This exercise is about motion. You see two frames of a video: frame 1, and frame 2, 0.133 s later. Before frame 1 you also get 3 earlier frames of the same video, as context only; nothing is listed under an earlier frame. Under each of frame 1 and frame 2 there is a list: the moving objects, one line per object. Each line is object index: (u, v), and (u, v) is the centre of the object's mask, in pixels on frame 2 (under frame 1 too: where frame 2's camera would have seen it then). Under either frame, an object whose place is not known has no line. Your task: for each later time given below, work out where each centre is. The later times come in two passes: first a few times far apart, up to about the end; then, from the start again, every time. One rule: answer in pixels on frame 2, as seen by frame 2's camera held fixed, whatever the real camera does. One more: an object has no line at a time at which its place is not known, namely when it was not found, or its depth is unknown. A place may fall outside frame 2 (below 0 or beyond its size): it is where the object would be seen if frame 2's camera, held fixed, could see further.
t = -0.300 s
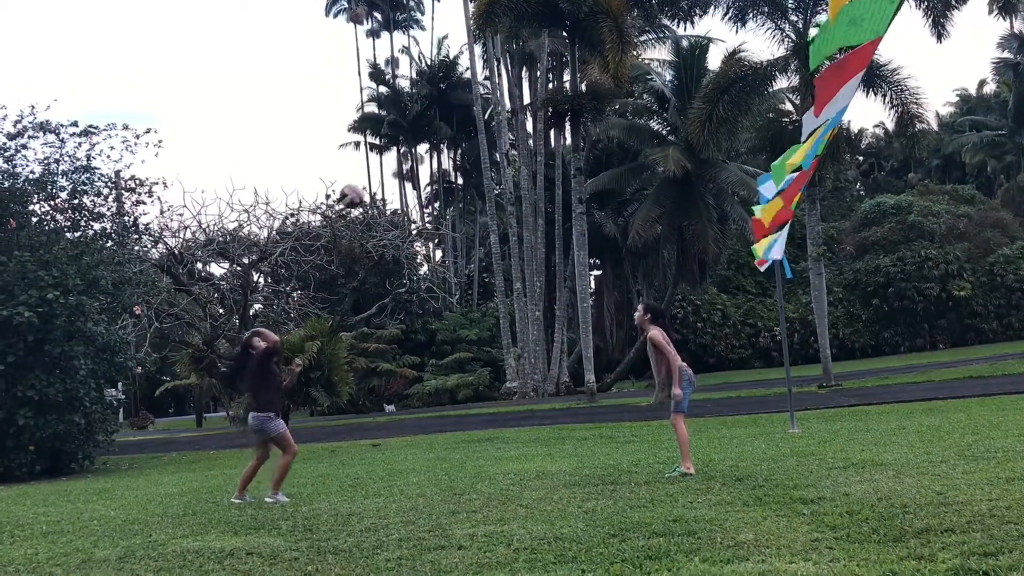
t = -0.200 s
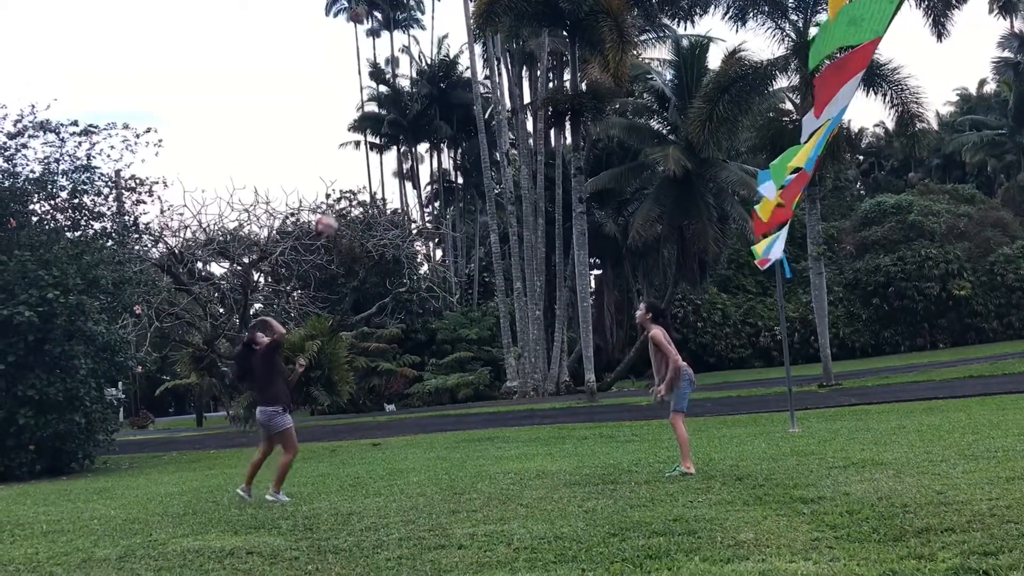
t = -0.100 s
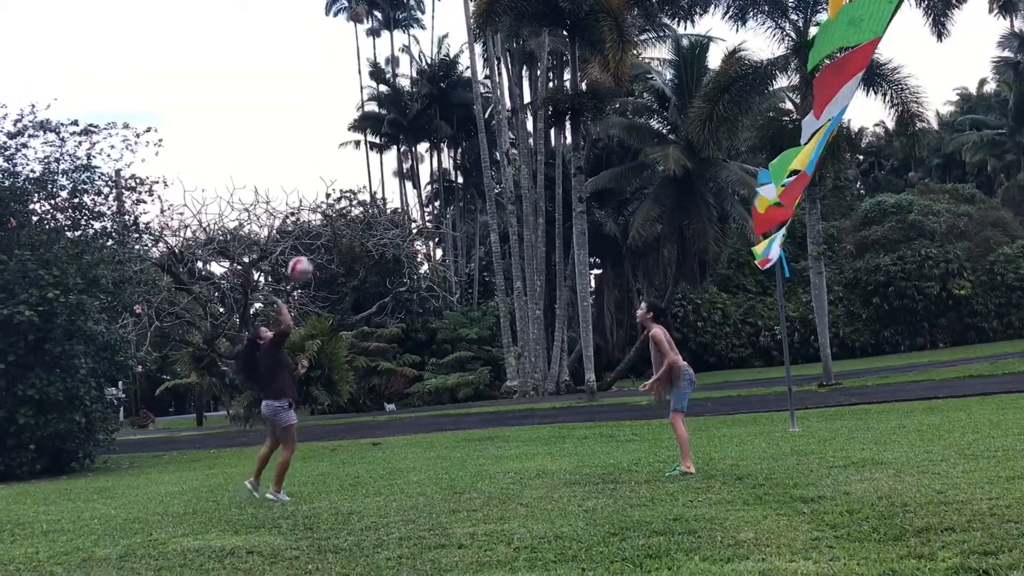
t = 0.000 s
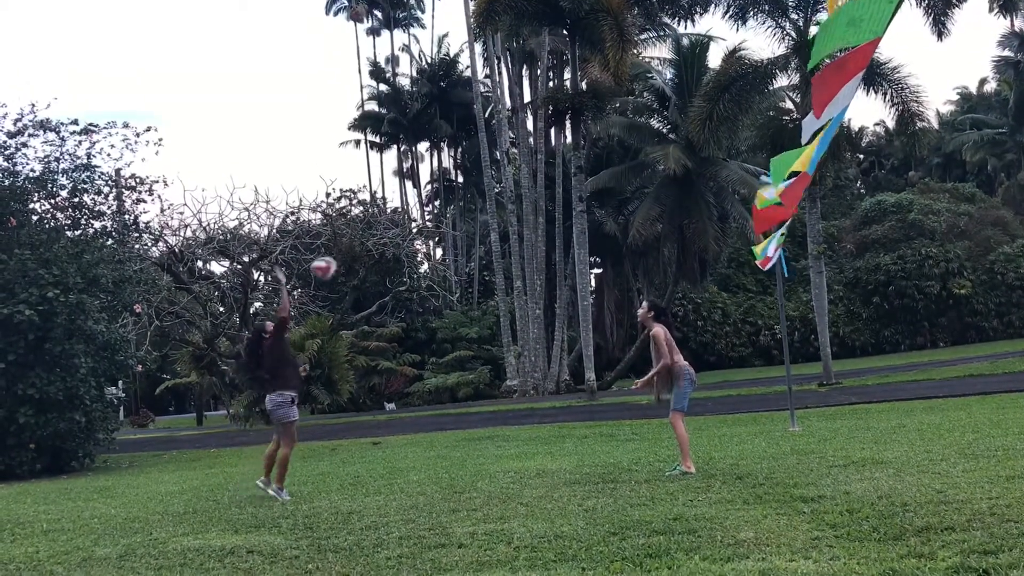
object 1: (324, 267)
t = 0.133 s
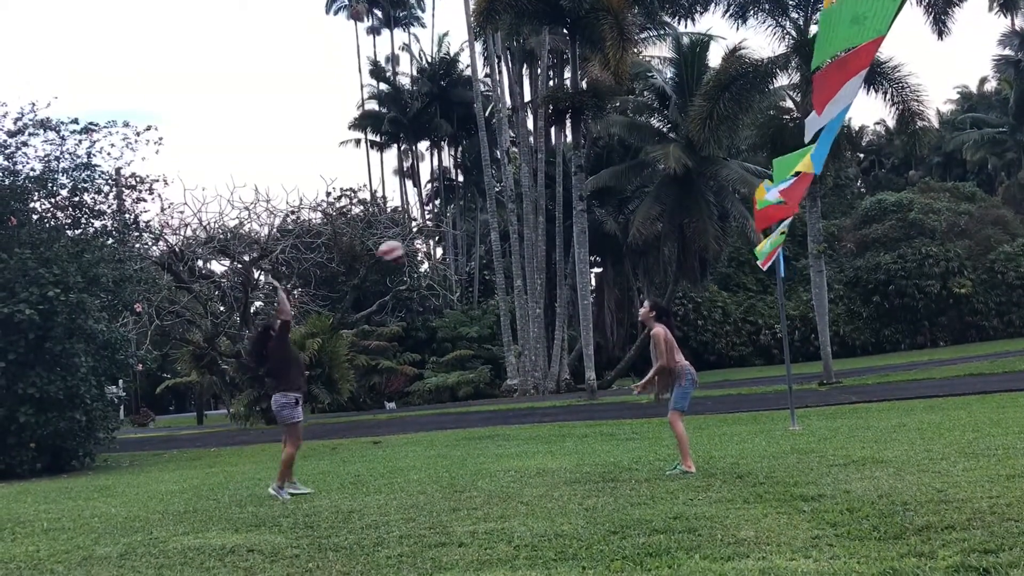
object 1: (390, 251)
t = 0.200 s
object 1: (425, 252)
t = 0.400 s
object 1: (525, 281)
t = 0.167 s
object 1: (408, 251)
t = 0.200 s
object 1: (425, 252)
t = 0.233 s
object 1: (442, 254)
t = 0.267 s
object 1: (457, 257)
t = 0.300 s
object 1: (474, 260)
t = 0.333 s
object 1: (491, 265)
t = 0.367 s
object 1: (506, 272)
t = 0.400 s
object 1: (525, 281)
